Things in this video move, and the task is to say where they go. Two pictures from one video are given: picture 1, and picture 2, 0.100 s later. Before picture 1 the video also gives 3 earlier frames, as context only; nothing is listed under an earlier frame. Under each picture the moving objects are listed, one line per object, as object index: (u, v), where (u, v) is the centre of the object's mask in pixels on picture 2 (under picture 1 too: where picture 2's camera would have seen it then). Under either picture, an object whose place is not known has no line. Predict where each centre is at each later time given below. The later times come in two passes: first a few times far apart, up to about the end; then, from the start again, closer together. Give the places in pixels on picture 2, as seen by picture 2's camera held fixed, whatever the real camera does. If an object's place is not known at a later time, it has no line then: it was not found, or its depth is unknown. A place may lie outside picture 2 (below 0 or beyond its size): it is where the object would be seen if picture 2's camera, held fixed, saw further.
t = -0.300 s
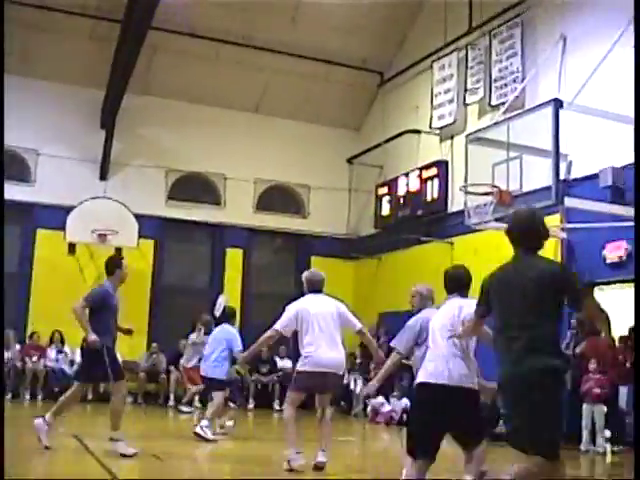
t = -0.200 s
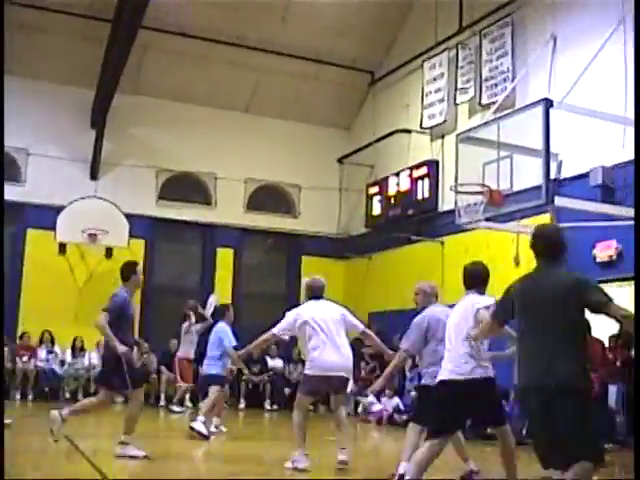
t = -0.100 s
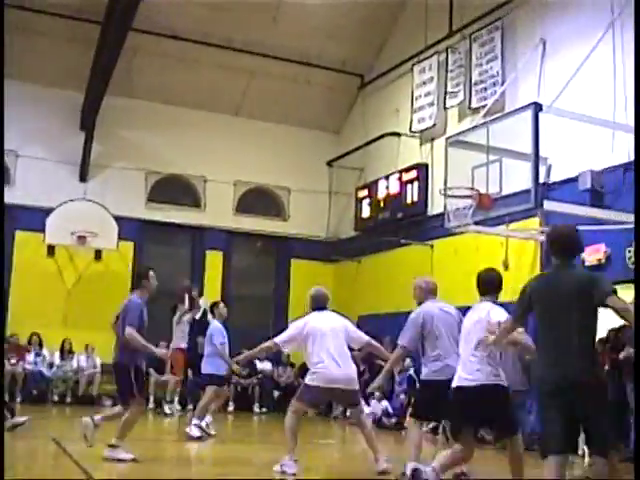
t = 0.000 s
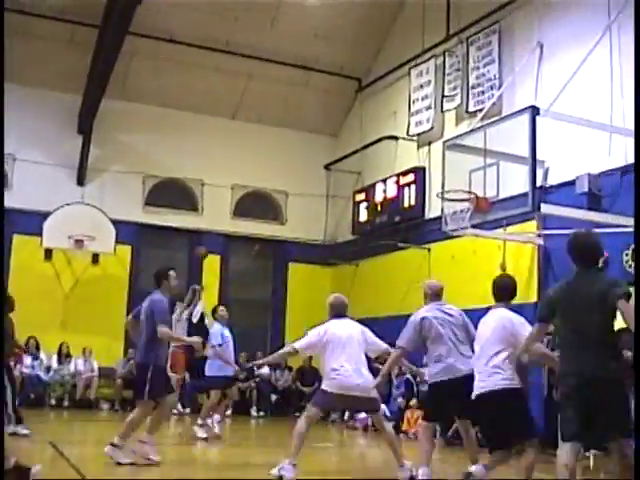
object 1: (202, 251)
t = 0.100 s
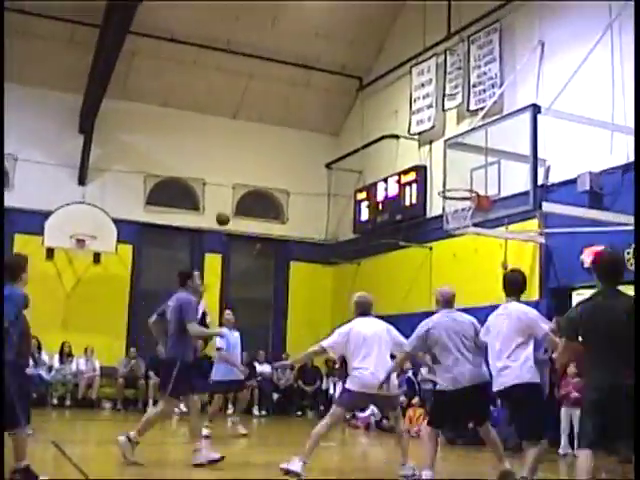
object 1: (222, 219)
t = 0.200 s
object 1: (244, 190)
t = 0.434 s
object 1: (294, 141)
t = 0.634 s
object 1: (341, 122)
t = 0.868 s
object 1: (403, 134)
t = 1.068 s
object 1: (464, 179)
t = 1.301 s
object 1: (401, 137)
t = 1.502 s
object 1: (336, 123)
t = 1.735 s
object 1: (263, 147)
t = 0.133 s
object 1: (228, 209)
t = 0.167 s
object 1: (234, 199)
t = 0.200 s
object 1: (244, 190)
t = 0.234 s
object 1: (251, 182)
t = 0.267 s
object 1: (257, 173)
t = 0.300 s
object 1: (265, 166)
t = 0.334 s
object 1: (272, 158)
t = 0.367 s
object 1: (280, 152)
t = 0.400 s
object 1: (287, 146)
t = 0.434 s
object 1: (294, 141)
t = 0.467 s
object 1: (302, 136)
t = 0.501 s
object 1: (309, 132)
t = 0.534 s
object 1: (317, 128)
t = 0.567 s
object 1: (326, 126)
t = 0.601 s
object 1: (333, 123)
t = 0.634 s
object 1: (341, 122)
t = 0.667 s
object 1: (349, 121)
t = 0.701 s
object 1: (358, 121)
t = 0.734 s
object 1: (366, 122)
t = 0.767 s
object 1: (375, 124)
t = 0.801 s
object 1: (385, 126)
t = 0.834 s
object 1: (394, 131)
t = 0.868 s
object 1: (403, 134)
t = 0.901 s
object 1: (413, 139)
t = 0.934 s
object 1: (422, 146)
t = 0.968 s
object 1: (432, 151)
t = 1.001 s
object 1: (443, 160)
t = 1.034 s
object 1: (453, 169)
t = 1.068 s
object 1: (464, 179)
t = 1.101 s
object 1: (469, 184)
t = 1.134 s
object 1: (457, 174)
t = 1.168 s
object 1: (446, 165)
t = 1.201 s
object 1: (434, 155)
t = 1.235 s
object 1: (424, 149)
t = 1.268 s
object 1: (411, 142)
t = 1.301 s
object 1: (401, 137)
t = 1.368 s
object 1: (379, 128)
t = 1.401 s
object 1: (369, 125)
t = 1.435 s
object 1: (358, 123)
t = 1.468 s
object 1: (346, 122)
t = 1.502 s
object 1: (336, 123)
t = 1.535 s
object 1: (325, 124)
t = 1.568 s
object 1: (315, 125)
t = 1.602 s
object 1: (305, 128)
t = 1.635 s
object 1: (295, 131)
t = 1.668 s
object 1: (283, 136)
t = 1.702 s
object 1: (273, 140)
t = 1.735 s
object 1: (263, 147)
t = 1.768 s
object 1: (252, 153)
